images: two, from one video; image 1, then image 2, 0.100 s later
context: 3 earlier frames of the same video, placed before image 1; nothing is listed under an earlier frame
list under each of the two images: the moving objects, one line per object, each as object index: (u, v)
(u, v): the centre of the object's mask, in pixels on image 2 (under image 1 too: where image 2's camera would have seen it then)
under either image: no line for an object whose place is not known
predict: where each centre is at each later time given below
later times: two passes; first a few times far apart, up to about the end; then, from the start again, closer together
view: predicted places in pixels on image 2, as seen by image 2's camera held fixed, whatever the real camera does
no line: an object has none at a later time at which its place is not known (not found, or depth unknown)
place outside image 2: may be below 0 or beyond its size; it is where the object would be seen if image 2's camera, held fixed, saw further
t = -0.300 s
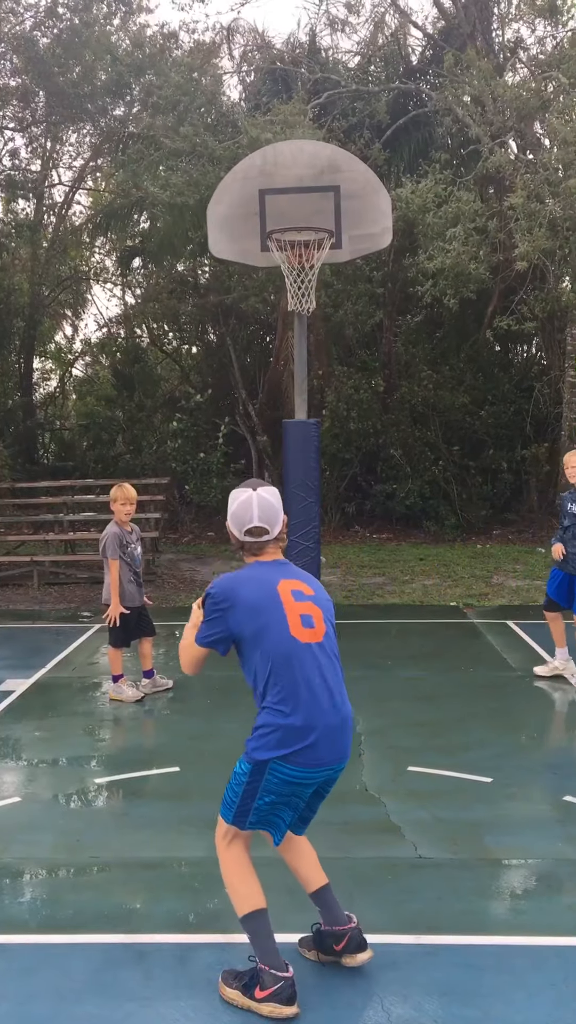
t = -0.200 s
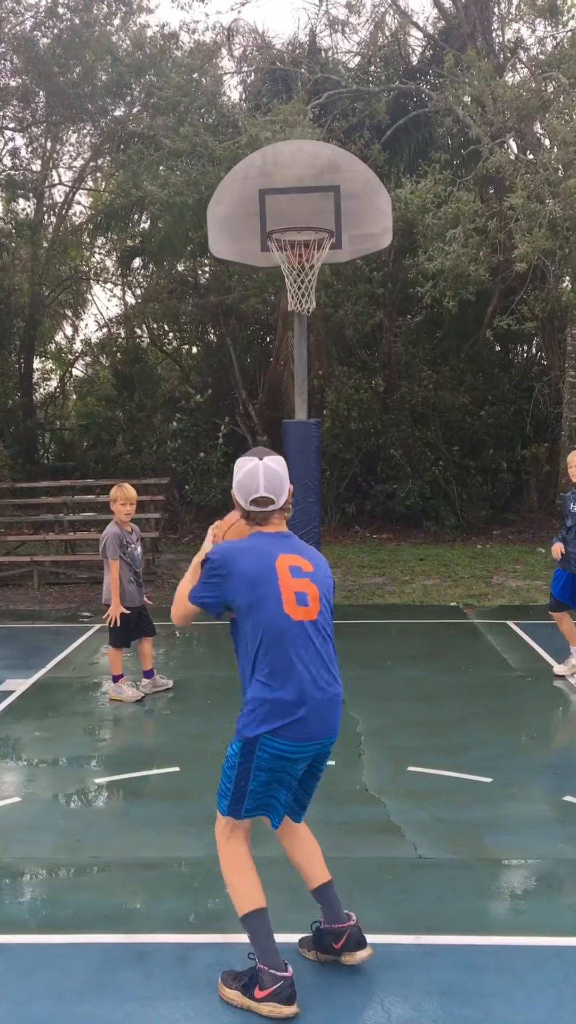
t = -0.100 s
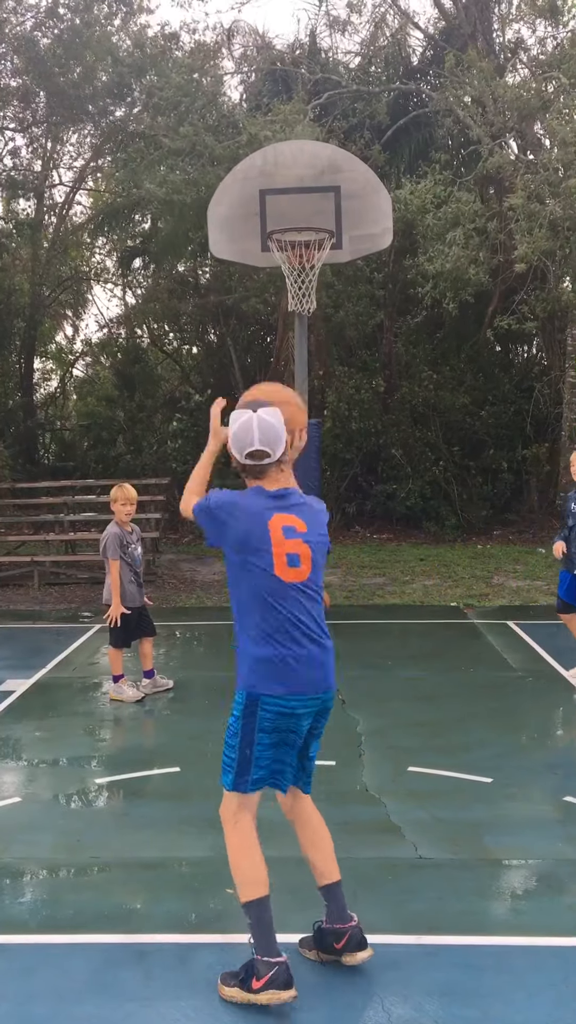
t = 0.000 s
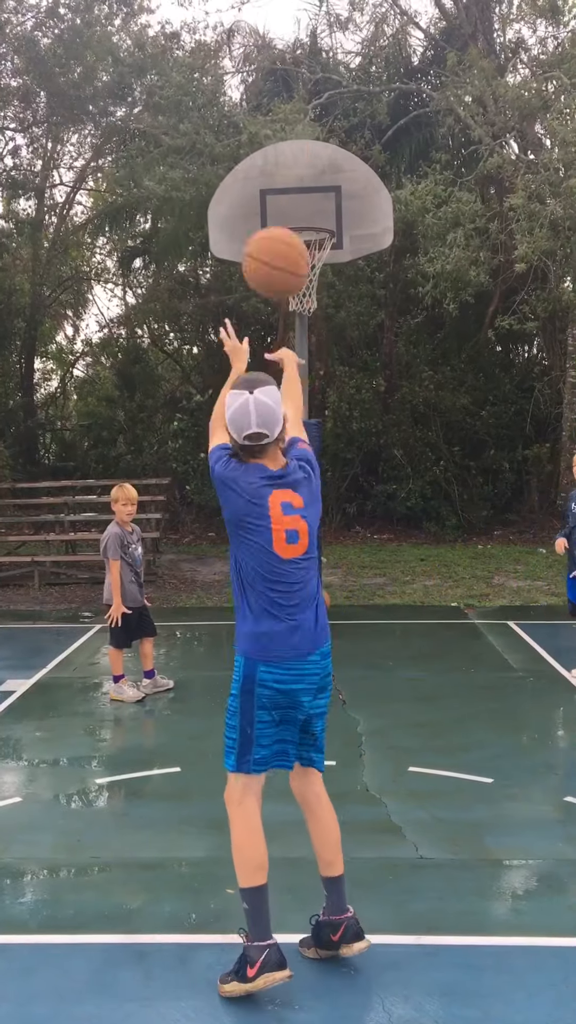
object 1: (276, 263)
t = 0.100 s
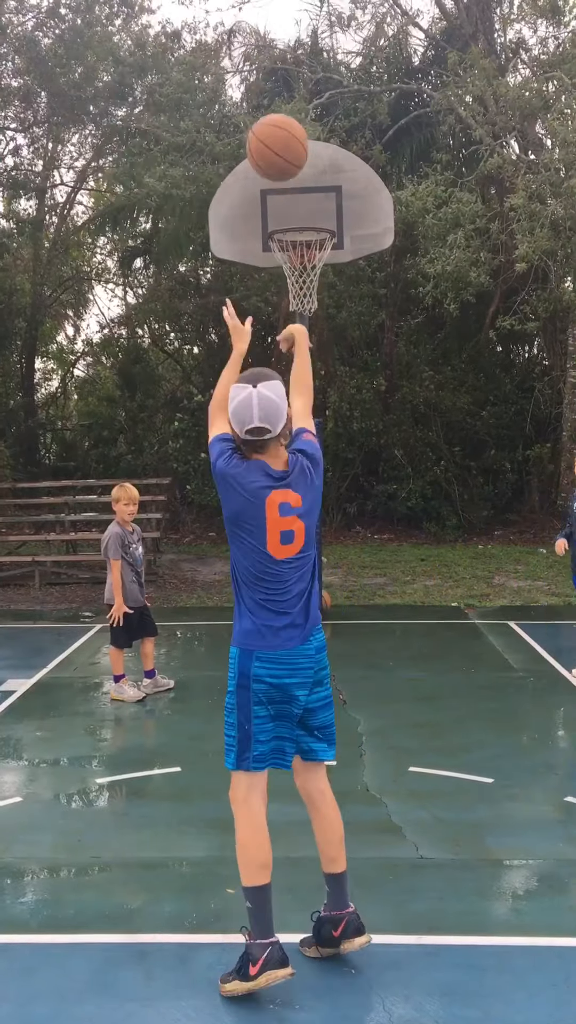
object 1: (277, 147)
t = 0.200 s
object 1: (279, 77)
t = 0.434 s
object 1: (284, 27)
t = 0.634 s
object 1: (289, 71)
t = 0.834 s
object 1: (293, 167)
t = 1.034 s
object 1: (283, 158)
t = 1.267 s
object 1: (258, 96)
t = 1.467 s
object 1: (232, 113)
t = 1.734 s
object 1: (193, 277)
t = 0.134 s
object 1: (278, 119)
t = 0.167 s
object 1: (279, 96)
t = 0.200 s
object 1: (279, 77)
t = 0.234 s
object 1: (278, 63)
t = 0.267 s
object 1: (280, 48)
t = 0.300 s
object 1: (280, 39)
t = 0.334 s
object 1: (281, 32)
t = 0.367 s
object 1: (282, 28)
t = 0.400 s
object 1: (283, 26)
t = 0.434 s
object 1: (284, 27)
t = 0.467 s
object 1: (284, 29)
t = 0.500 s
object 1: (286, 35)
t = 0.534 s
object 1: (287, 41)
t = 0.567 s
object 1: (287, 49)
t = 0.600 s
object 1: (288, 59)
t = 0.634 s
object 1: (289, 71)
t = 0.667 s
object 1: (289, 83)
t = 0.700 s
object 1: (290, 97)
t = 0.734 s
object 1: (290, 112)
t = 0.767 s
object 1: (291, 129)
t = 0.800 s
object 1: (292, 147)
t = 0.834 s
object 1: (293, 167)
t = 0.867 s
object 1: (294, 186)
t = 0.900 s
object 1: (295, 207)
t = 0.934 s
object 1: (294, 207)
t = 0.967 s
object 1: (290, 190)
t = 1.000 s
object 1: (287, 173)
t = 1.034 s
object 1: (283, 158)
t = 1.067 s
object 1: (279, 144)
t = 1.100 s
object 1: (276, 132)
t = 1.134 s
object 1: (272, 123)
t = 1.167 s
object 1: (269, 113)
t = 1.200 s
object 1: (265, 106)
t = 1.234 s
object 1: (262, 101)
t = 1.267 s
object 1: (258, 96)
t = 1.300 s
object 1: (254, 95)
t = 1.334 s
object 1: (250, 95)
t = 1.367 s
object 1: (246, 97)
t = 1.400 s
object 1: (241, 99)
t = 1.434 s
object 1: (236, 106)
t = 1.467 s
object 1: (232, 113)
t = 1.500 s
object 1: (227, 126)
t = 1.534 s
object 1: (222, 140)
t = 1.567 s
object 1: (217, 157)
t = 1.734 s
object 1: (193, 277)
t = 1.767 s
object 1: (188, 309)
